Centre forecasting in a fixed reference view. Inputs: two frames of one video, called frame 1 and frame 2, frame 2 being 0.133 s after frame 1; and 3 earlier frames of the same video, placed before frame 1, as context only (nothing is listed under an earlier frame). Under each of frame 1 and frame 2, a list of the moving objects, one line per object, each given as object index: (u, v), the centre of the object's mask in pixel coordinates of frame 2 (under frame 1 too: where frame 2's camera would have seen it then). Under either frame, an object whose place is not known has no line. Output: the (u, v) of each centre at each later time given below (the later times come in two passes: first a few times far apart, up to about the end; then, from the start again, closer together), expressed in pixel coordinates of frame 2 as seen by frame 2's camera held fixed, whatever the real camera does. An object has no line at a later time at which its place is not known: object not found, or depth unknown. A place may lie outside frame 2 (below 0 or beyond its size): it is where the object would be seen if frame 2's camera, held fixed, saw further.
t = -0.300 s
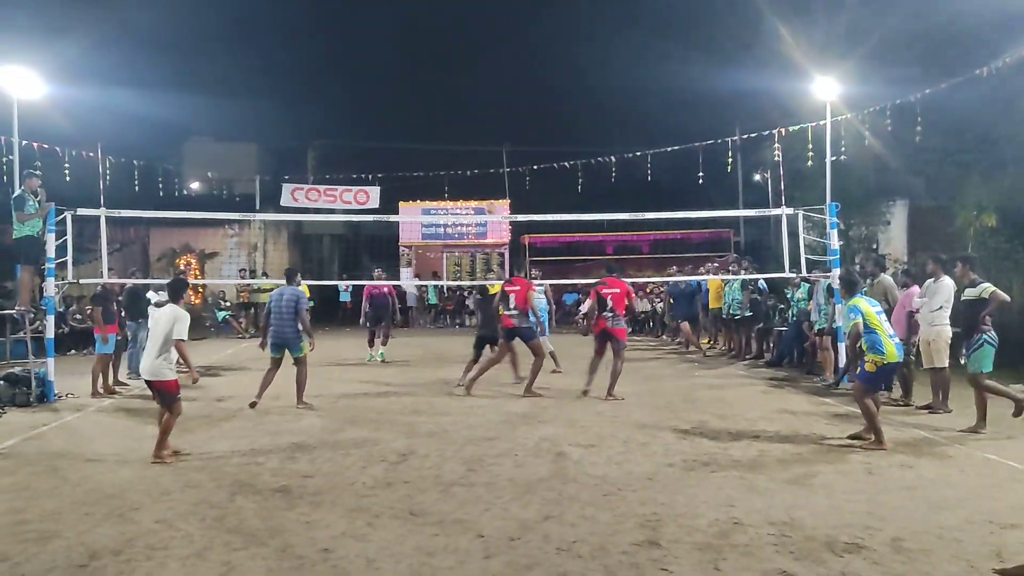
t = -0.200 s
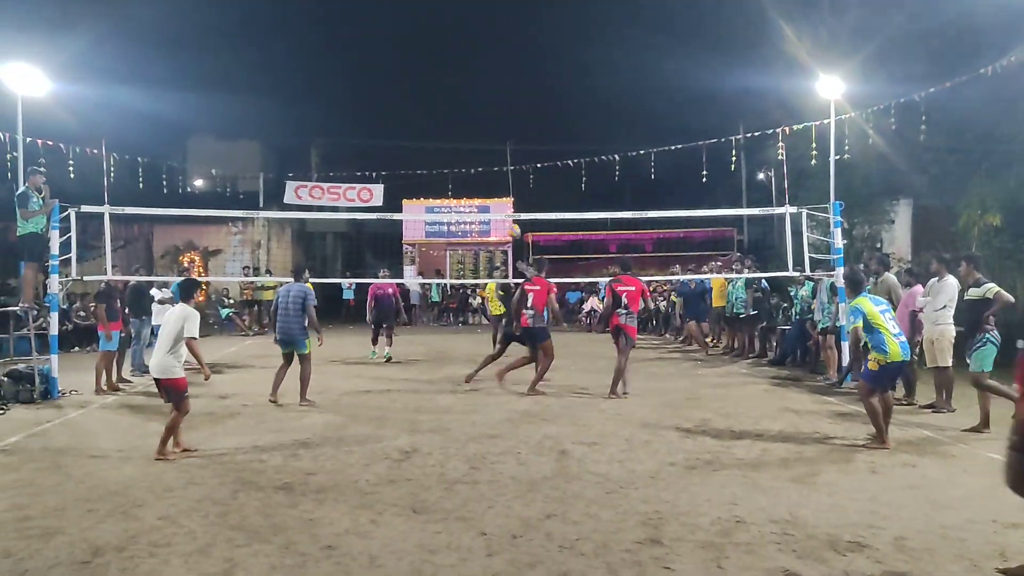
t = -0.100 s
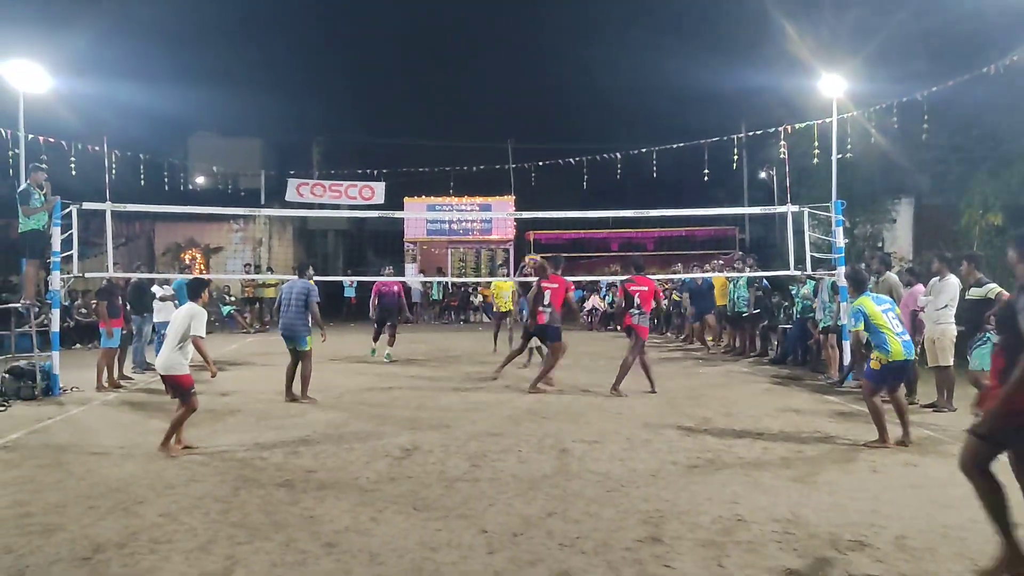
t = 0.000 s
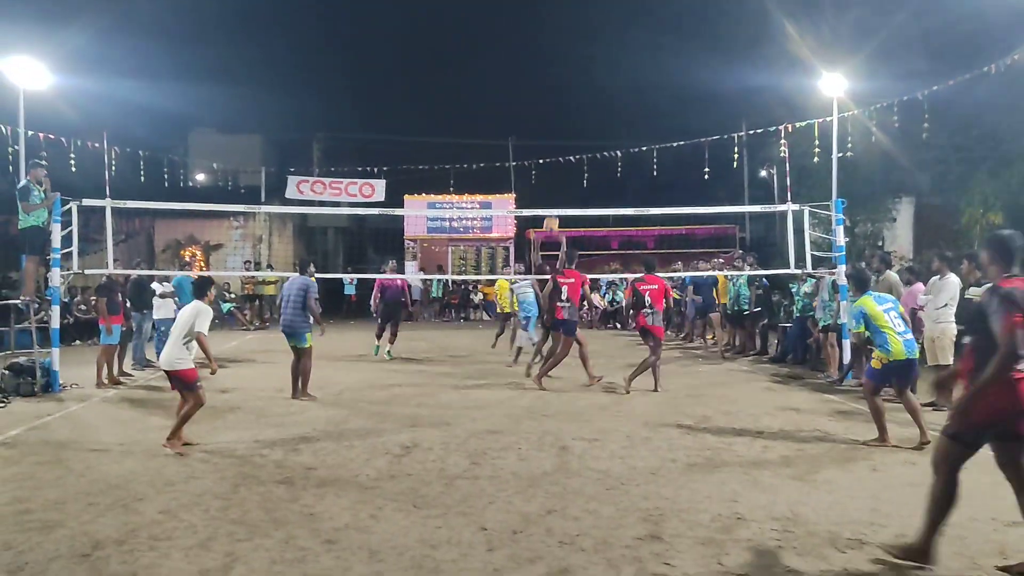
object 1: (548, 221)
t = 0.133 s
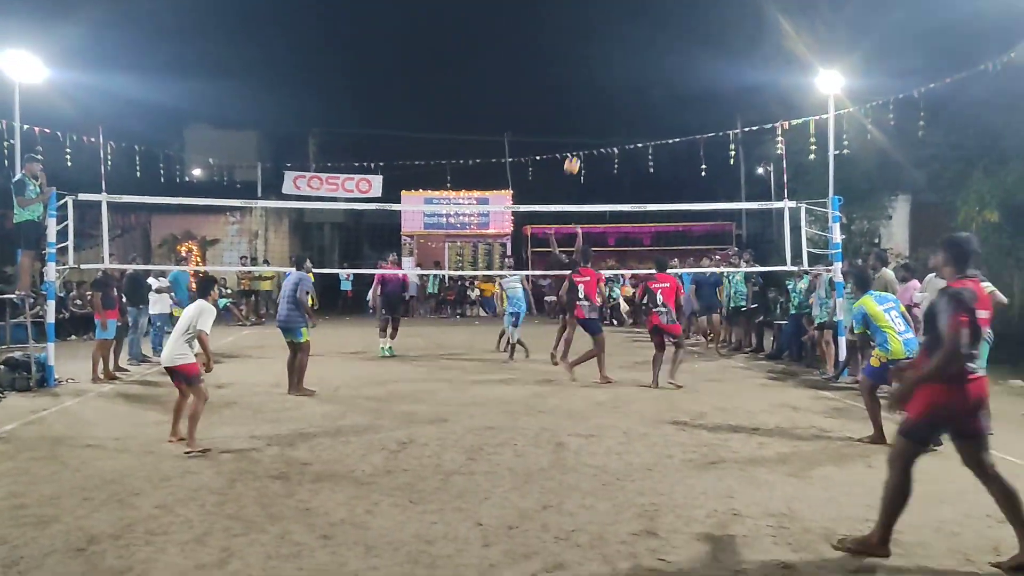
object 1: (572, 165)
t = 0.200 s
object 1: (584, 142)
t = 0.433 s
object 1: (624, 83)
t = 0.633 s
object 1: (659, 62)
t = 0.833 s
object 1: (693, 68)
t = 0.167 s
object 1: (578, 153)
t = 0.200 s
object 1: (584, 142)
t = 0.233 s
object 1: (589, 131)
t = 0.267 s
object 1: (595, 121)
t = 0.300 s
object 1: (601, 111)
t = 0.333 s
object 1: (607, 104)
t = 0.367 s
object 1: (613, 96)
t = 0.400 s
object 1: (619, 89)
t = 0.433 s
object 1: (624, 83)
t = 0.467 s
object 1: (630, 78)
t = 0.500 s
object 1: (635, 73)
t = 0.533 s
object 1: (641, 69)
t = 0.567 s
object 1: (647, 66)
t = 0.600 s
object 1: (653, 63)
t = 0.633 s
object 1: (659, 62)
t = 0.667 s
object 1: (664, 61)
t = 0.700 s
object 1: (670, 61)
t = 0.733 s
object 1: (676, 61)
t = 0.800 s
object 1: (687, 65)
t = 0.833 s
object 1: (693, 68)
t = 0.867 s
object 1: (698, 72)
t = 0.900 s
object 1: (704, 76)
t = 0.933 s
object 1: (709, 81)
